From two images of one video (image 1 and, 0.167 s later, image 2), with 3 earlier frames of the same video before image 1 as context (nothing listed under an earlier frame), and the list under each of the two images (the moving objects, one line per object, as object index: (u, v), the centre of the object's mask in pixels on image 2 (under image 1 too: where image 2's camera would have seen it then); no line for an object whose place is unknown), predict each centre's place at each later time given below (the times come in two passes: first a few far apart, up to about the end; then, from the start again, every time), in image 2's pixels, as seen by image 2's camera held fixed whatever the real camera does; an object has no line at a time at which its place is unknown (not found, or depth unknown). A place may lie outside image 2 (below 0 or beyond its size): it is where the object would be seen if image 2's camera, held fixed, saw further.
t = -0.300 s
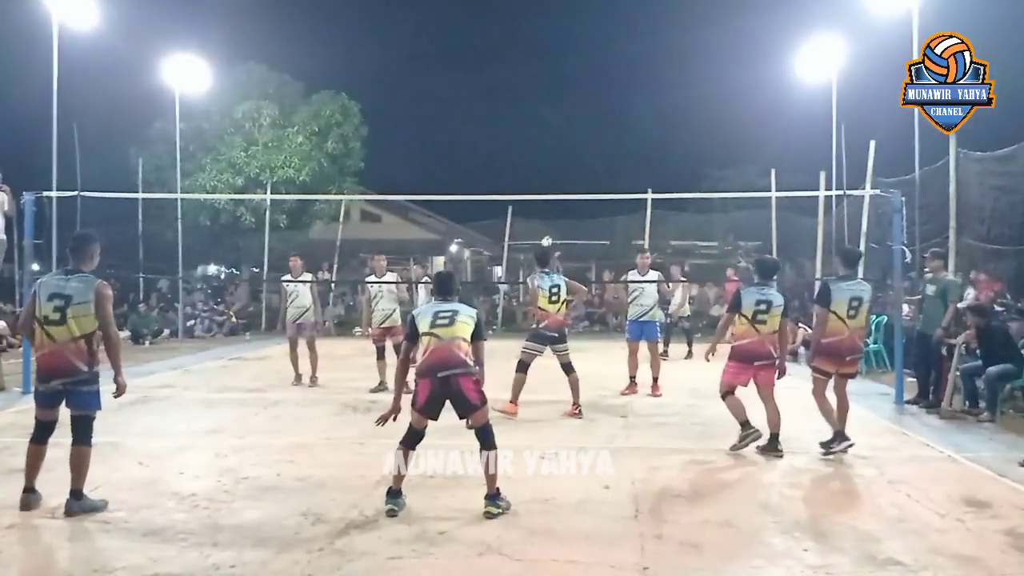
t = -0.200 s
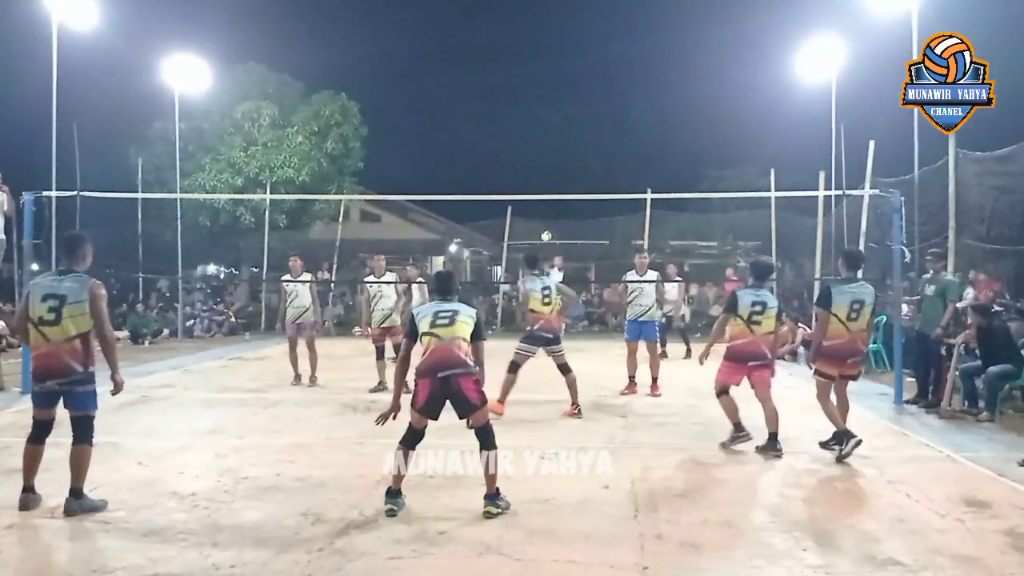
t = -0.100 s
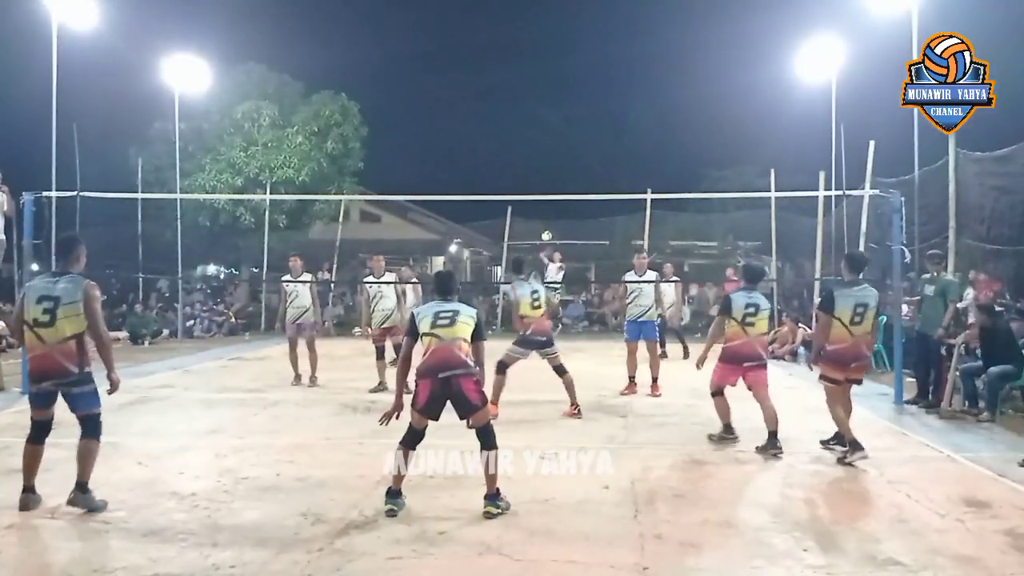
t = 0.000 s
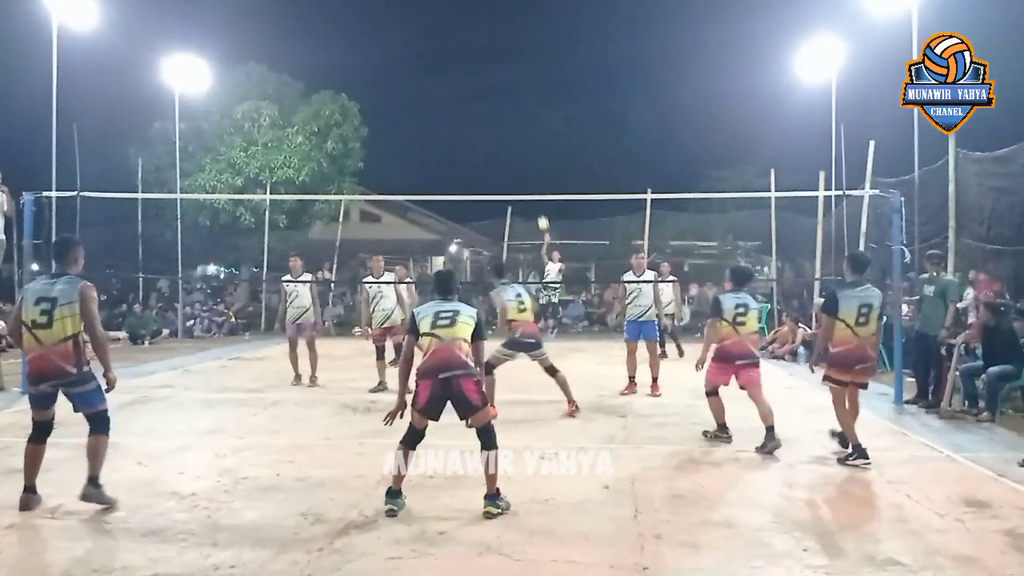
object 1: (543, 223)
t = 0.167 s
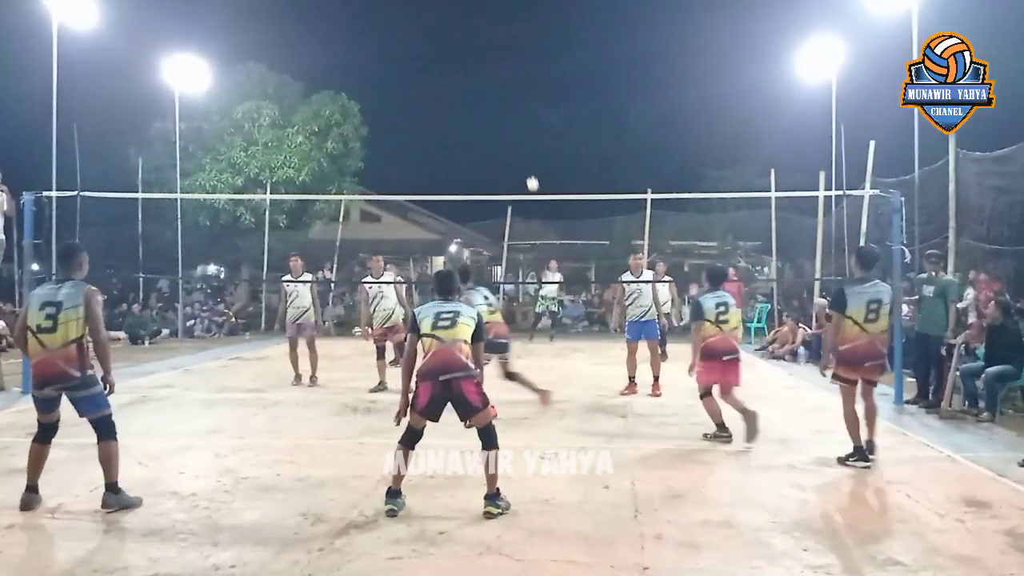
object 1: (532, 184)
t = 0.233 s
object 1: (527, 170)
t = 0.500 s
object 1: (498, 131)
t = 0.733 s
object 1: (461, 126)
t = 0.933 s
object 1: (416, 156)
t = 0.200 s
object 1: (530, 176)
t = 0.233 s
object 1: (527, 170)
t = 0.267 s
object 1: (524, 163)
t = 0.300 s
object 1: (521, 157)
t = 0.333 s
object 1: (518, 152)
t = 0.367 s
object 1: (515, 147)
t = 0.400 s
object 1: (511, 142)
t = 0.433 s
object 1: (507, 138)
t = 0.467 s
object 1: (502, 134)
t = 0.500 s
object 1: (498, 131)
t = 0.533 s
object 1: (494, 128)
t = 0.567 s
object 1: (489, 126)
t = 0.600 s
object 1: (484, 125)
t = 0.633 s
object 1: (478, 124)
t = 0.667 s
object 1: (473, 124)
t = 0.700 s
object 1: (467, 125)
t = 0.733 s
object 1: (461, 126)
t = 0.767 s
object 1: (454, 128)
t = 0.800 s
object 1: (448, 132)
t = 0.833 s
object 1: (440, 136)
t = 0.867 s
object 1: (433, 141)
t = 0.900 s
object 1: (425, 148)
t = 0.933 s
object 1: (416, 156)
